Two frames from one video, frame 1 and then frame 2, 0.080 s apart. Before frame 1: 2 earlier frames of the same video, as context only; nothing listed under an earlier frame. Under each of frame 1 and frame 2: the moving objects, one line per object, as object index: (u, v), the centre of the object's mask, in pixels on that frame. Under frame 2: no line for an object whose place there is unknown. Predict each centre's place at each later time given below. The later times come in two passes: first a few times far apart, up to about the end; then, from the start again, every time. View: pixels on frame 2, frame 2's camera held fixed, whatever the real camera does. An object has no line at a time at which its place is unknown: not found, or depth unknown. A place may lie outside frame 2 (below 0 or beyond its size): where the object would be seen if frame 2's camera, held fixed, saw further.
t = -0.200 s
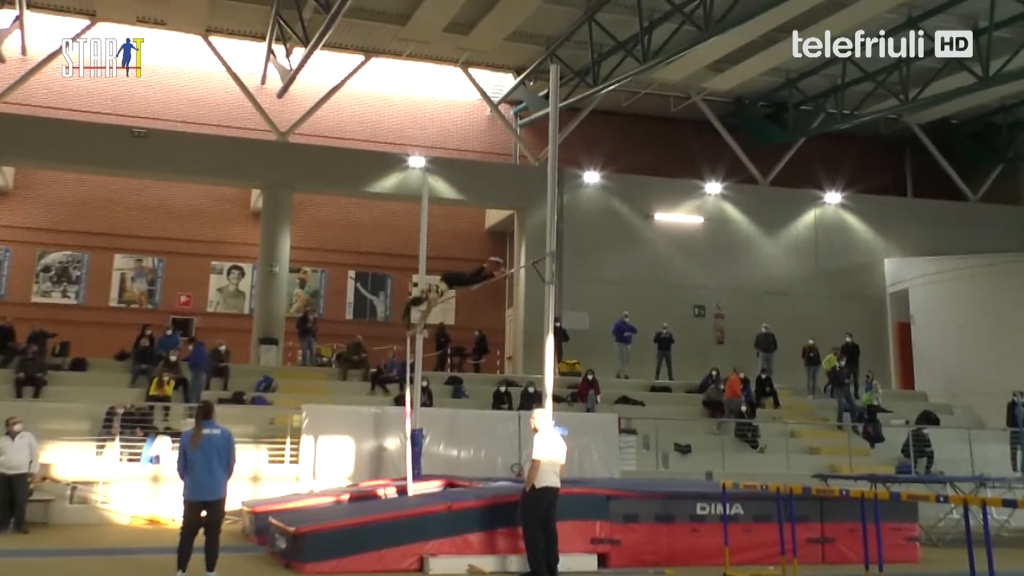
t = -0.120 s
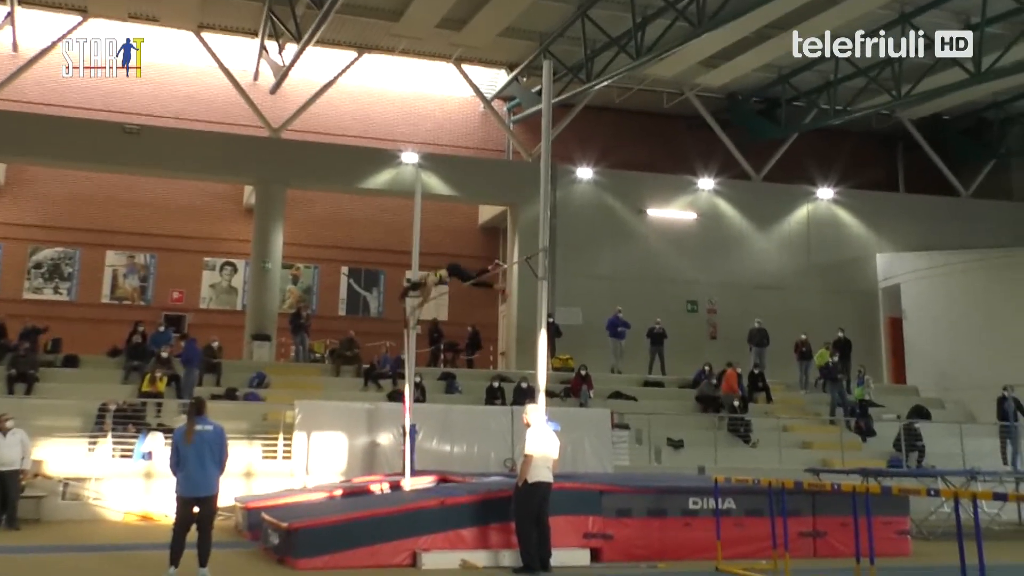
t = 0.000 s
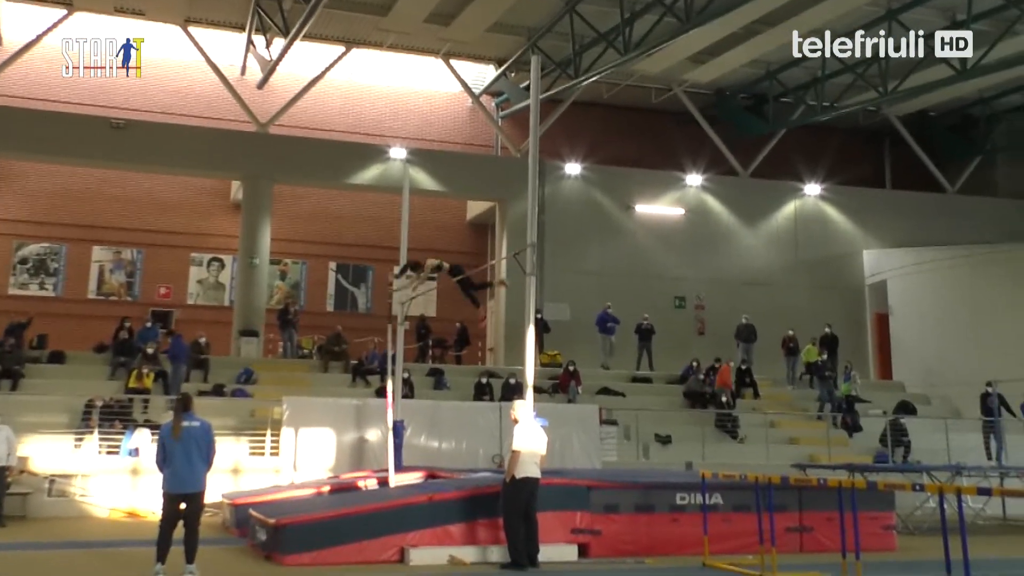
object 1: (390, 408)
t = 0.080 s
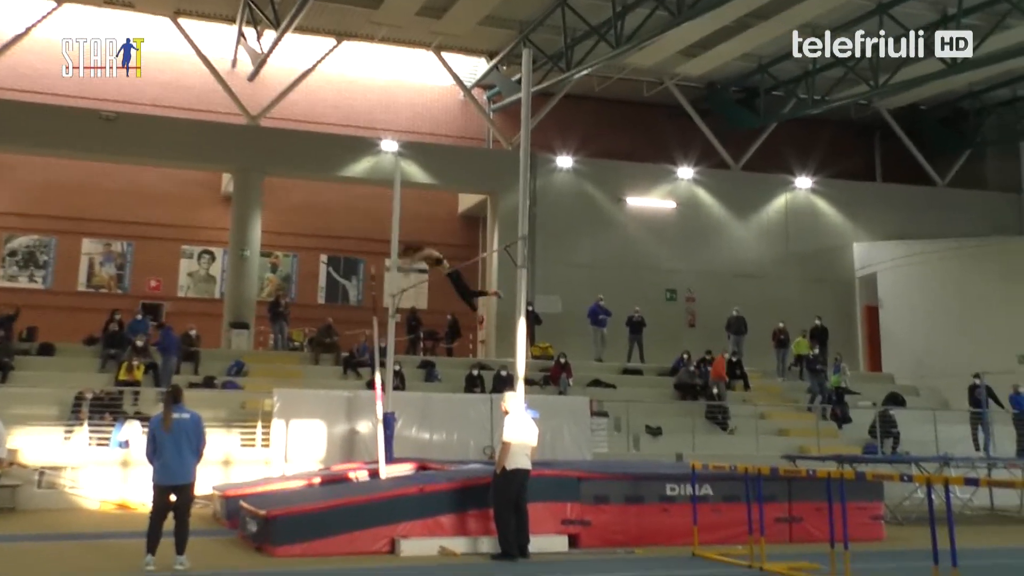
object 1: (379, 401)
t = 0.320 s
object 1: (367, 399)
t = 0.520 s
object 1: (353, 401)
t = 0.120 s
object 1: (376, 402)
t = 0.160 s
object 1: (375, 401)
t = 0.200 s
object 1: (373, 402)
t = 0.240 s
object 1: (371, 402)
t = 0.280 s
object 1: (369, 399)
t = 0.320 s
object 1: (367, 399)
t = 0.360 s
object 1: (364, 399)
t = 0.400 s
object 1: (361, 398)
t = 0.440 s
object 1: (359, 399)
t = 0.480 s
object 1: (357, 400)
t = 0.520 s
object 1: (353, 401)
